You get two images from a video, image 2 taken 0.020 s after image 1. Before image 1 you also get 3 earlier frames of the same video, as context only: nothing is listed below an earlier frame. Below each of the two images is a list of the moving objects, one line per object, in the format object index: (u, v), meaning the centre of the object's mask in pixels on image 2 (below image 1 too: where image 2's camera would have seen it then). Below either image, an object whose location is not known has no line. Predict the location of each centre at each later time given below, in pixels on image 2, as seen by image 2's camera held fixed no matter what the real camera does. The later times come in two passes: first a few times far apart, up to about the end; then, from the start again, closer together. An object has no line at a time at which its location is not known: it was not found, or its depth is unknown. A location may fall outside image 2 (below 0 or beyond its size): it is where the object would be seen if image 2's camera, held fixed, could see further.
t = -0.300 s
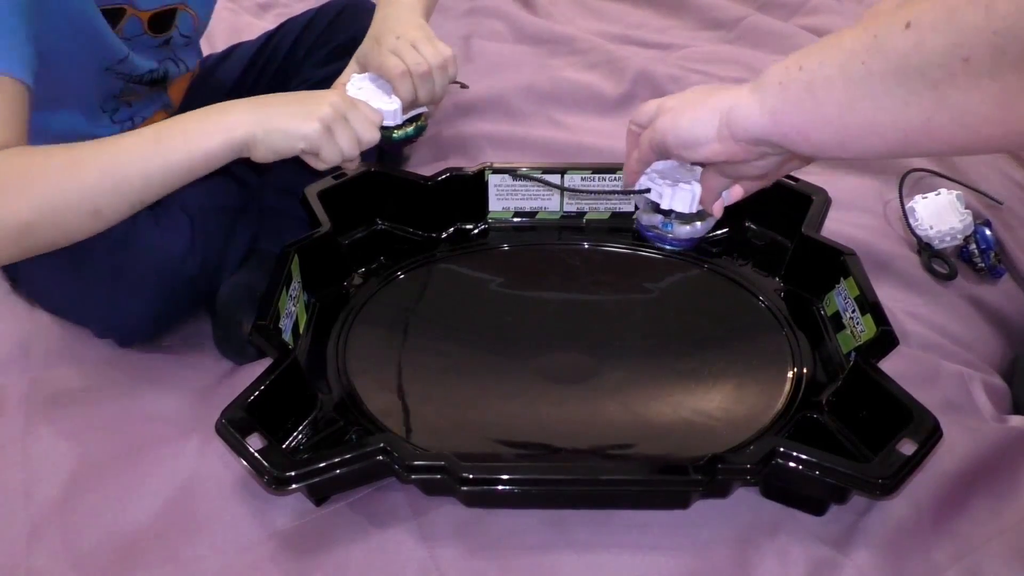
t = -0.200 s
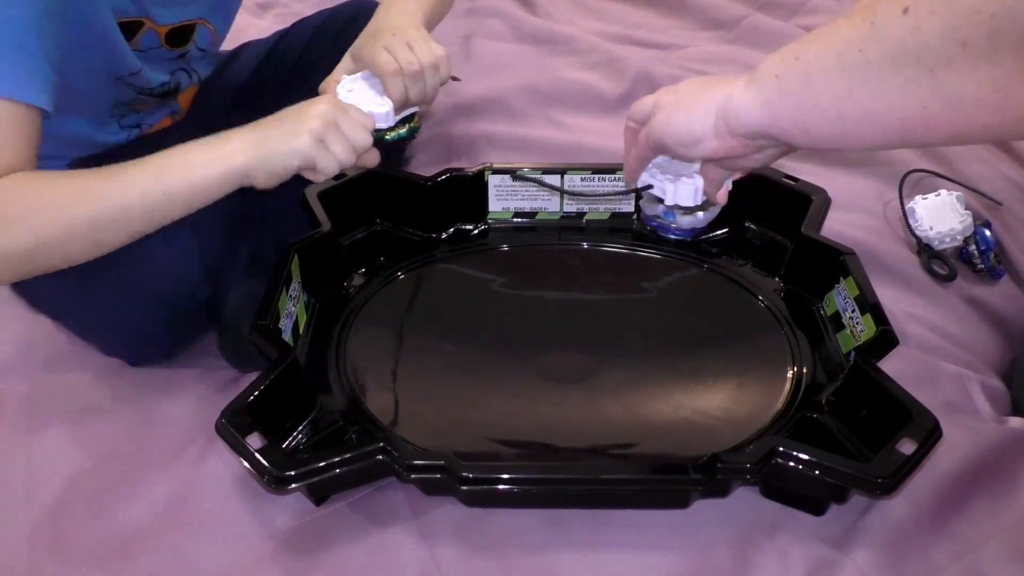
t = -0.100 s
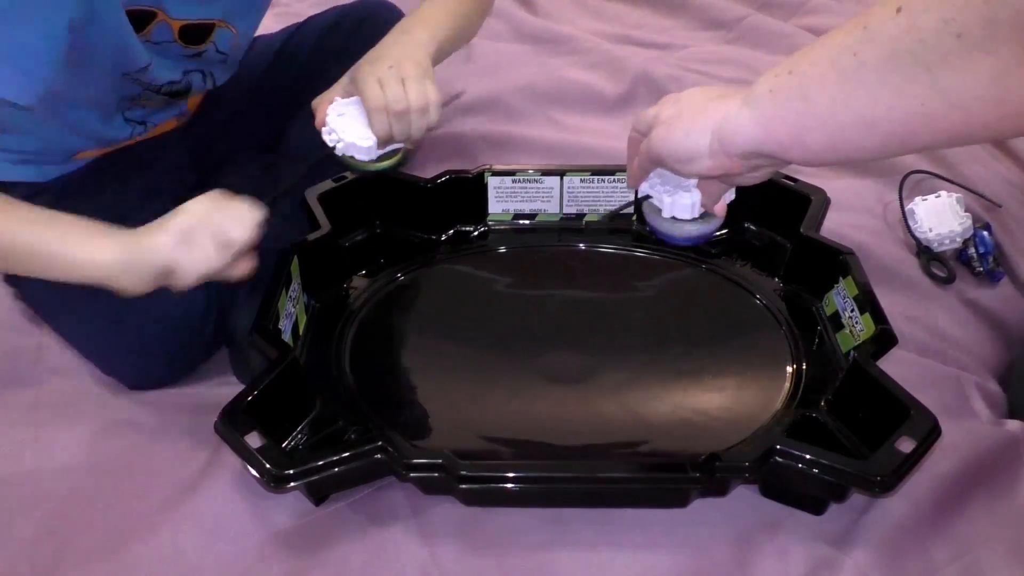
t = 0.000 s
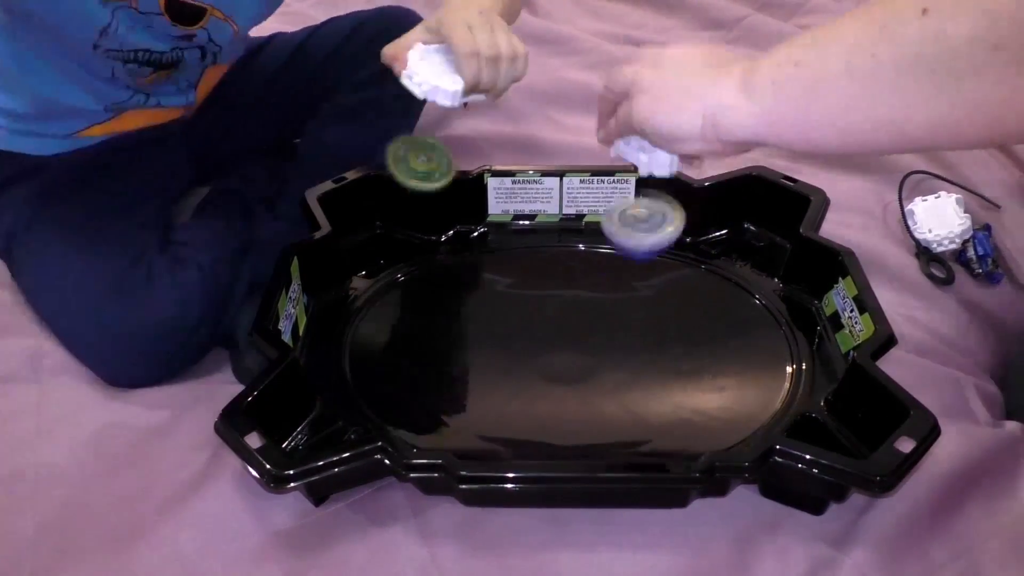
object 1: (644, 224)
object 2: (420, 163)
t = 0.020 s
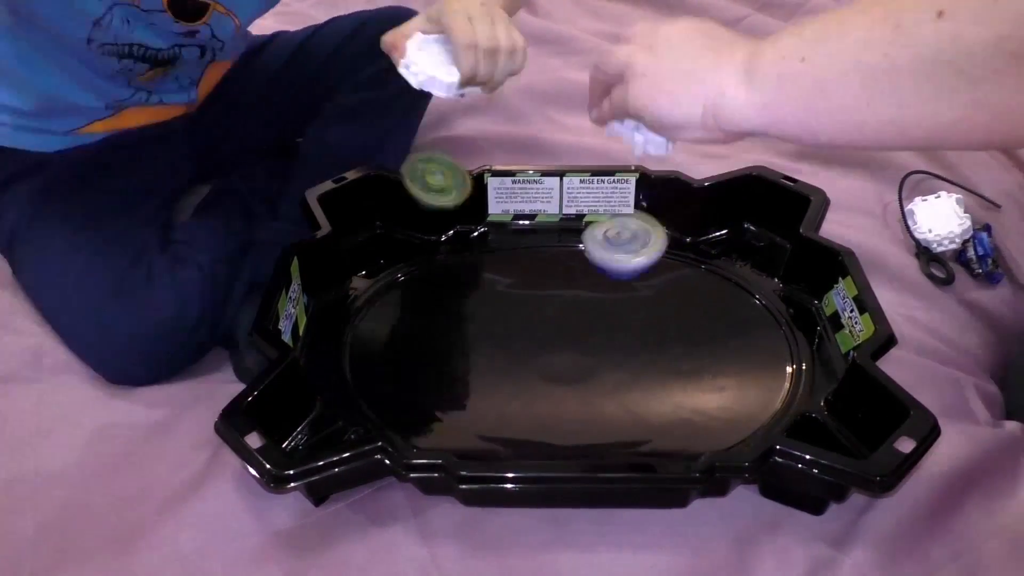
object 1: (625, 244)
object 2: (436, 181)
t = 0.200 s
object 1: (489, 324)
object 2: (508, 259)
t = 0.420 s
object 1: (417, 323)
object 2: (597, 270)
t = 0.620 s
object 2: (665, 248)
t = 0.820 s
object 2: (700, 260)
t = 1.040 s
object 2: (712, 272)
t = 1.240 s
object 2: (709, 272)
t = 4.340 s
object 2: (500, 291)
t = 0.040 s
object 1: (606, 265)
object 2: (452, 201)
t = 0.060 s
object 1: (589, 293)
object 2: (464, 223)
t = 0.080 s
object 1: (572, 323)
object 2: (478, 249)
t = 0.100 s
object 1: (556, 357)
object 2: (484, 249)
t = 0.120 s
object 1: (542, 353)
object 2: (490, 252)
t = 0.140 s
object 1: (529, 339)
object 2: (496, 258)
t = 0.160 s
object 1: (517, 331)
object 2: (500, 256)
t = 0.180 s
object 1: (503, 326)
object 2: (504, 256)
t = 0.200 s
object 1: (489, 324)
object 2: (508, 259)
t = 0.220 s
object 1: (477, 328)
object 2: (513, 268)
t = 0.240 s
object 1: (464, 333)
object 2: (519, 269)
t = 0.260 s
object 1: (452, 343)
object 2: (526, 271)
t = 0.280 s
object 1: (444, 338)
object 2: (534, 274)
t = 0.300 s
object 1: (438, 336)
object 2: (542, 274)
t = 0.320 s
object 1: (431, 333)
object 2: (550, 275)
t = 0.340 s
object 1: (426, 332)
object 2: (559, 275)
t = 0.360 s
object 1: (422, 329)
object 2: (570, 275)
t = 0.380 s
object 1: (419, 326)
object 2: (578, 273)
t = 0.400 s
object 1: (418, 325)
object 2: (587, 272)
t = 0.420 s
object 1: (417, 323)
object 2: (597, 270)
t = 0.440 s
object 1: (416, 321)
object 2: (606, 267)
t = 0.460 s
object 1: (418, 321)
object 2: (615, 264)
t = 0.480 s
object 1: (420, 320)
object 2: (624, 261)
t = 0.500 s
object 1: (421, 320)
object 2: (632, 258)
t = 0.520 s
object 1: (426, 320)
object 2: (641, 254)
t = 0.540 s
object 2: (649, 250)
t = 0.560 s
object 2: (655, 247)
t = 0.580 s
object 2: (661, 243)
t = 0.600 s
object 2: (663, 244)
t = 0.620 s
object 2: (665, 248)
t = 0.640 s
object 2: (668, 251)
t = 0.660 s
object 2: (670, 252)
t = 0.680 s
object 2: (673, 254)
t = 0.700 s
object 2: (676, 256)
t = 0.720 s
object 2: (679, 257)
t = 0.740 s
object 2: (684, 258)
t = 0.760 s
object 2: (687, 259)
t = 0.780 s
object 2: (691, 260)
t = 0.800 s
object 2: (696, 259)
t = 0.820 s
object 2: (700, 260)
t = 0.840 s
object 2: (705, 259)
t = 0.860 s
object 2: (709, 259)
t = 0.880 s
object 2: (714, 260)
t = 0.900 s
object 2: (715, 261)
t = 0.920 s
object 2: (716, 265)
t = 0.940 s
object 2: (716, 265)
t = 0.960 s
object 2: (716, 268)
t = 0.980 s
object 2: (717, 269)
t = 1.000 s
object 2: (715, 272)
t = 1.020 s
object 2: (715, 272)
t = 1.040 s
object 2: (712, 272)
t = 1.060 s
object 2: (712, 273)
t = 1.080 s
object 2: (711, 273)
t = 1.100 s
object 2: (711, 272)
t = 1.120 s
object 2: (710, 272)
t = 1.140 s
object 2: (711, 272)
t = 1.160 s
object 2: (710, 272)
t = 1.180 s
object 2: (710, 273)
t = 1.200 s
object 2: (709, 272)
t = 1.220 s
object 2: (710, 272)
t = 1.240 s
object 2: (709, 272)
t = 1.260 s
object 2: (711, 273)
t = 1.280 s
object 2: (712, 275)
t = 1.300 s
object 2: (713, 278)
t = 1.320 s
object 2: (714, 280)
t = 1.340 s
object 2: (717, 284)
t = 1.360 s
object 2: (717, 286)
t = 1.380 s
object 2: (719, 289)
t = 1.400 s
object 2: (719, 292)
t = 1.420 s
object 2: (721, 296)
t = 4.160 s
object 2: (462, 267)
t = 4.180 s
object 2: (465, 270)
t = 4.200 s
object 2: (469, 271)
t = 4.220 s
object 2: (473, 274)
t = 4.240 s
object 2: (477, 276)
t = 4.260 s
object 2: (481, 279)
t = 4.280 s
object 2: (485, 282)
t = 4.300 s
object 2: (490, 285)
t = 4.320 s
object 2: (495, 288)
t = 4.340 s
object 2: (500, 291)
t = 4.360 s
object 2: (505, 294)
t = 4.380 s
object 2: (510, 296)
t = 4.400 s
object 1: (598, 307)
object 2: (515, 298)
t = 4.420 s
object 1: (593, 308)
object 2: (519, 301)
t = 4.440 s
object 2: (514, 301)
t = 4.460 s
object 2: (511, 300)
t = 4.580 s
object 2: (517, 310)
